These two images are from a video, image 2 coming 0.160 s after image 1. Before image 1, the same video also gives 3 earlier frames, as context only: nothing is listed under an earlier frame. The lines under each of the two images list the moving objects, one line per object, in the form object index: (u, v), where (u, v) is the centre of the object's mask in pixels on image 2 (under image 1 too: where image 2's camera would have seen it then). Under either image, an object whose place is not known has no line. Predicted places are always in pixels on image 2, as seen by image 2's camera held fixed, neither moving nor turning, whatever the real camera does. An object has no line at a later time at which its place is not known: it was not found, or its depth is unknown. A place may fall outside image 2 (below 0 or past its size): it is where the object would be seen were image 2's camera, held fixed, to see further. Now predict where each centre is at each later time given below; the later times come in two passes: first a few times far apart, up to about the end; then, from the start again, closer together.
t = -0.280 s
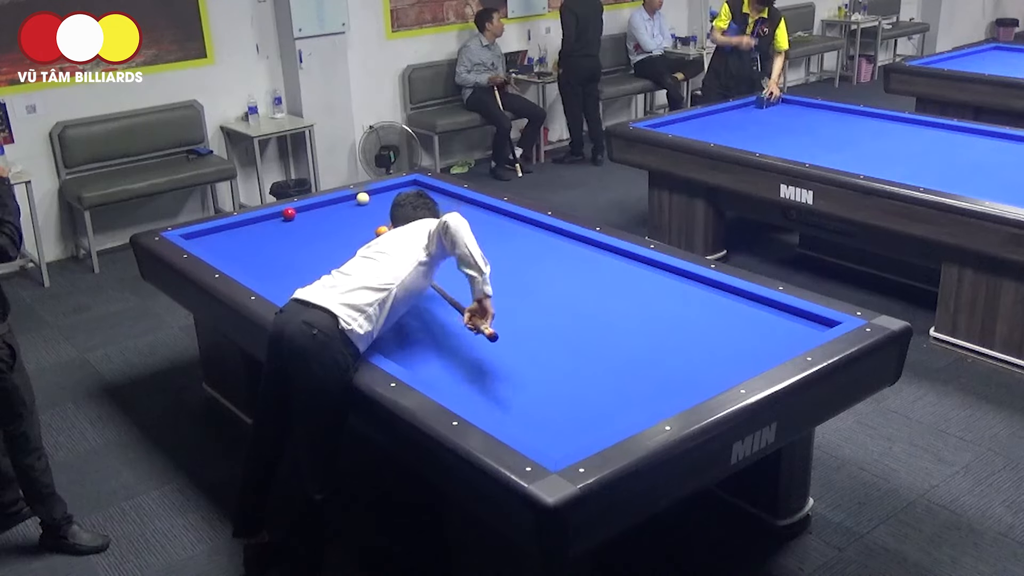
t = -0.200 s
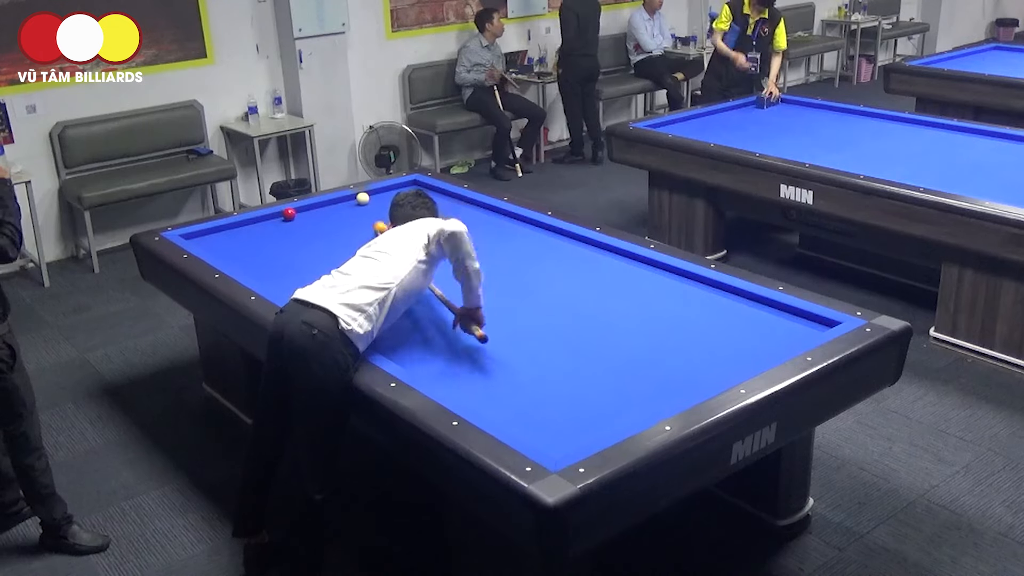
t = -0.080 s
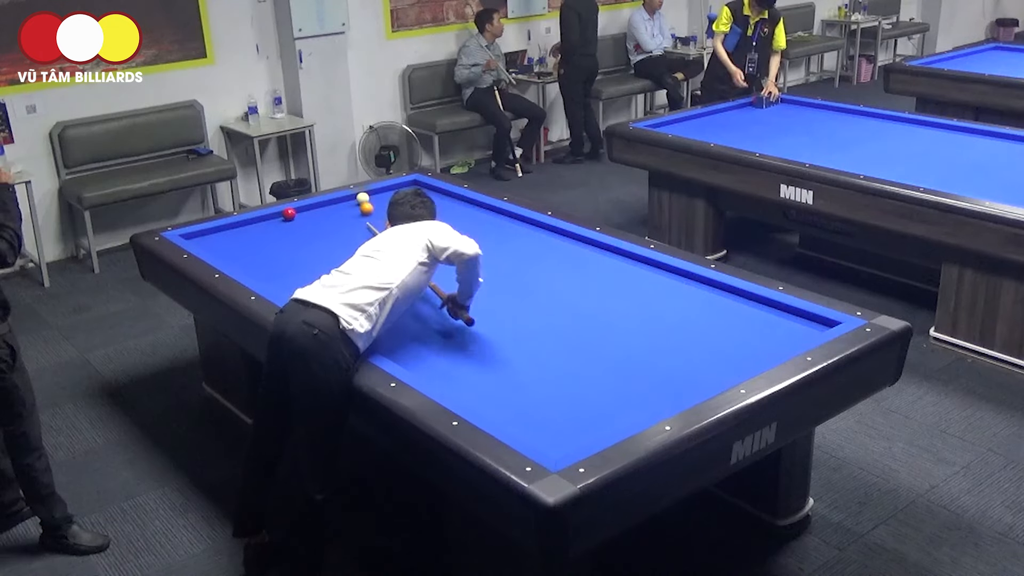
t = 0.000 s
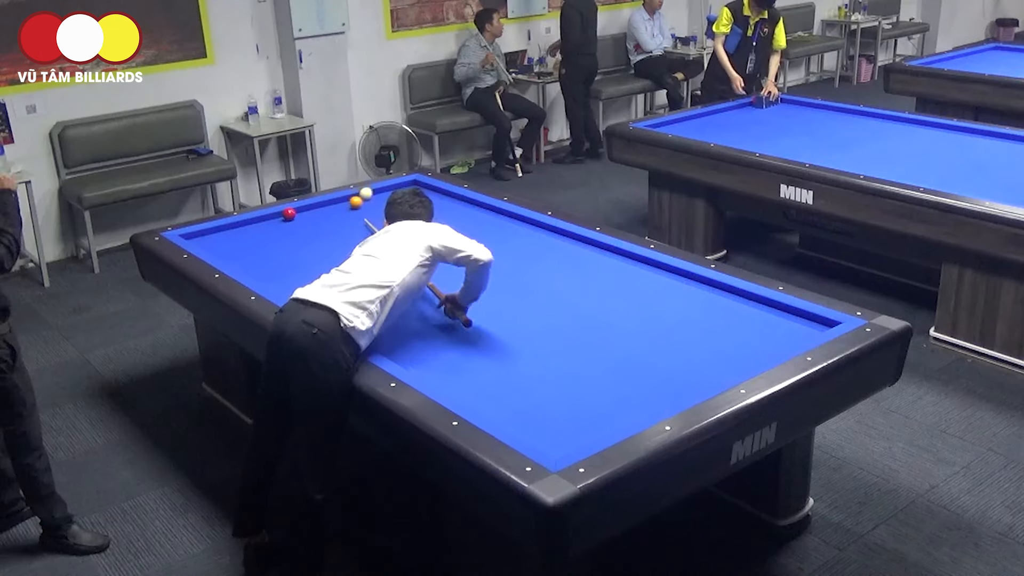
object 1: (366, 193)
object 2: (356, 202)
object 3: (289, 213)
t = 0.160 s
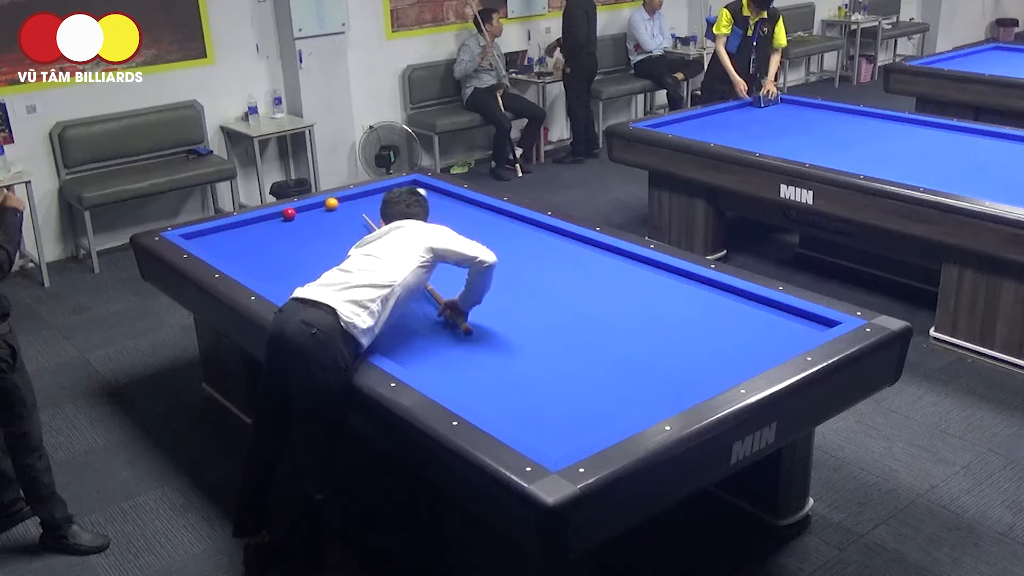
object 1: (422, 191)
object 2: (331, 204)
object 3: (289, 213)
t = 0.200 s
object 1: (431, 194)
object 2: (326, 204)
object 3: (289, 213)
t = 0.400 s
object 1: (455, 205)
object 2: (304, 209)
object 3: (289, 213)
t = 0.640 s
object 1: (464, 224)
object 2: (296, 212)
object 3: (271, 219)
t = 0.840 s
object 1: (474, 240)
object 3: (254, 223)
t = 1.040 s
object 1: (483, 259)
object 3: (238, 228)
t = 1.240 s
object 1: (494, 279)
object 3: (222, 232)
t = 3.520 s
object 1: (512, 337)
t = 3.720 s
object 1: (509, 323)
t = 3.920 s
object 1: (506, 310)
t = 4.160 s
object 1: (504, 295)
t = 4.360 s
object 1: (502, 284)
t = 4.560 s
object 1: (500, 274)
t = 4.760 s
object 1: (498, 264)
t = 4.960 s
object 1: (496, 255)
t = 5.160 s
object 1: (495, 246)
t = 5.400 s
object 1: (493, 237)
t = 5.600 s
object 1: (492, 230)
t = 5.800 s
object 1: (491, 223)
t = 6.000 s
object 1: (490, 216)
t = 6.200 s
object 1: (489, 210)
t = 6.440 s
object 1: (478, 207)
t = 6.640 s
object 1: (467, 205)
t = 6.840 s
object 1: (457, 204)
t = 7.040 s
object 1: (446, 203)
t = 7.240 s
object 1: (436, 202)
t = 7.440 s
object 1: (427, 201)
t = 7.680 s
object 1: (416, 200)
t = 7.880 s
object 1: (407, 199)
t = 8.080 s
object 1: (399, 198)
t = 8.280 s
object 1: (391, 197)
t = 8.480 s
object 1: (383, 196)
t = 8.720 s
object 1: (375, 196)
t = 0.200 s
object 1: (431, 194)
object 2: (326, 204)
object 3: (289, 213)
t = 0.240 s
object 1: (443, 195)
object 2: (321, 205)
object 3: (289, 213)
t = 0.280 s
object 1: (453, 196)
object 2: (316, 205)
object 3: (289, 213)
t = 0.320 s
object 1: (454, 199)
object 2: (312, 206)
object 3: (289, 213)
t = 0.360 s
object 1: (454, 202)
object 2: (308, 208)
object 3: (289, 213)
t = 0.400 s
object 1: (455, 205)
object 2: (304, 209)
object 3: (289, 213)
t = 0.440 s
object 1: (456, 208)
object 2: (300, 211)
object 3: (288, 214)
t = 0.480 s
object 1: (458, 211)
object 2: (300, 211)
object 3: (285, 215)
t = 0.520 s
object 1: (460, 214)
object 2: (299, 211)
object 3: (281, 216)
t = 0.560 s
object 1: (461, 217)
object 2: (298, 212)
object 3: (277, 217)
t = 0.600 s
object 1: (463, 220)
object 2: (297, 212)
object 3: (274, 218)
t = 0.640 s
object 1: (464, 224)
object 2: (296, 212)
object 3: (271, 219)
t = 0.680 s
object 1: (467, 227)
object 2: (296, 213)
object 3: (267, 220)
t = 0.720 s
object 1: (468, 230)
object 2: (295, 213)
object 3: (264, 221)
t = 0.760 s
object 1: (470, 233)
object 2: (294, 214)
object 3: (261, 221)
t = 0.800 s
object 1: (472, 236)
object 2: (293, 214)
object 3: (258, 222)
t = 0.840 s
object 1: (474, 240)
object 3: (254, 223)
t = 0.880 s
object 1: (476, 244)
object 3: (251, 224)
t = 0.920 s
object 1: (477, 248)
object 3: (248, 225)
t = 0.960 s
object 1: (479, 251)
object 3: (245, 226)
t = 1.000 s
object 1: (481, 255)
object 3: (241, 227)
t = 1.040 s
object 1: (483, 259)
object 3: (238, 228)
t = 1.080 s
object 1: (485, 263)
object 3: (235, 229)
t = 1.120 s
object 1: (487, 267)
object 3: (232, 230)
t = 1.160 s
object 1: (490, 271)
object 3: (228, 230)
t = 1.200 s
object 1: (492, 275)
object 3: (225, 231)
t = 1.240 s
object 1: (494, 279)
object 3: (222, 232)
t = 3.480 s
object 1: (512, 340)
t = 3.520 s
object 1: (512, 337)
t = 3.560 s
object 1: (511, 334)
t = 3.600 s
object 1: (511, 331)
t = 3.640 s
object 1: (510, 328)
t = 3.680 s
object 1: (509, 326)
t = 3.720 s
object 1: (509, 323)
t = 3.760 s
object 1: (509, 320)
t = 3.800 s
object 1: (508, 317)
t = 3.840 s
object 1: (507, 315)
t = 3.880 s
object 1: (507, 312)
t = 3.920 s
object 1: (506, 310)
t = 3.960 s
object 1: (506, 307)
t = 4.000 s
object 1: (505, 304)
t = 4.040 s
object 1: (505, 302)
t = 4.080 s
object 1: (504, 300)
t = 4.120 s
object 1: (504, 297)
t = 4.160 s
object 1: (504, 295)
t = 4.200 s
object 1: (503, 293)
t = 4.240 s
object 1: (503, 290)
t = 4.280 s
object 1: (503, 288)
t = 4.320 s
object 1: (502, 286)
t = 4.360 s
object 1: (502, 284)
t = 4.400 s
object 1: (501, 282)
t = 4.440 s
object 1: (501, 279)
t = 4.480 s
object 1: (500, 278)
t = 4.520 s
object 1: (500, 275)
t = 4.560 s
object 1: (500, 274)
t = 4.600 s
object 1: (499, 271)
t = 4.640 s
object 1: (499, 270)
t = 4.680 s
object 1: (498, 267)
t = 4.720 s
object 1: (498, 266)
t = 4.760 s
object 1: (498, 264)
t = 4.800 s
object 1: (497, 262)
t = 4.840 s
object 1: (497, 260)
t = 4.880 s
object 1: (497, 258)
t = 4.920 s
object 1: (497, 256)
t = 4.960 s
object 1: (496, 255)
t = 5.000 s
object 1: (496, 253)
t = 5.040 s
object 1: (496, 251)
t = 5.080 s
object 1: (496, 249)
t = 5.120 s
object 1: (495, 248)
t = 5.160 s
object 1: (495, 246)
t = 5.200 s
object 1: (495, 245)
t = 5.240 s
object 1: (494, 243)
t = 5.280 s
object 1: (494, 241)
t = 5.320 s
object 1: (494, 240)
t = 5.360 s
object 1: (494, 238)
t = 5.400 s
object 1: (493, 237)
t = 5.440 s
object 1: (493, 235)
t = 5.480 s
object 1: (493, 234)
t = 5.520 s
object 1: (493, 232)
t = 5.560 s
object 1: (492, 231)
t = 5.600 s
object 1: (492, 230)
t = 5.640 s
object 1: (492, 228)
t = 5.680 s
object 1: (492, 227)
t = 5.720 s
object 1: (492, 225)
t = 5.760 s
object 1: (491, 224)
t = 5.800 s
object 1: (491, 223)
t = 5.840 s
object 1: (491, 221)
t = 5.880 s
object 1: (491, 220)
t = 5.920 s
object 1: (490, 219)
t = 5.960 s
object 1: (490, 217)
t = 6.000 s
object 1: (490, 216)
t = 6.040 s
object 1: (490, 215)
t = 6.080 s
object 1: (490, 213)
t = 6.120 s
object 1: (489, 212)
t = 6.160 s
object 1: (490, 211)
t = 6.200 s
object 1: (489, 210)
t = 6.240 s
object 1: (489, 209)
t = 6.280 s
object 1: (488, 208)
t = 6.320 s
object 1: (486, 208)
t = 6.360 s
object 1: (483, 207)
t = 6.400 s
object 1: (481, 207)
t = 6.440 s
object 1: (478, 207)
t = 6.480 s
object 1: (476, 206)
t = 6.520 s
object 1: (474, 206)
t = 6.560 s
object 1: (472, 206)
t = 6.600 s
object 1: (469, 205)
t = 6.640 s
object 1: (467, 205)
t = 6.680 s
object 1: (465, 205)
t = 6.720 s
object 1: (463, 205)
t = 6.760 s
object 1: (461, 205)
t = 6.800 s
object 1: (459, 204)
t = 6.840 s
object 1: (457, 204)
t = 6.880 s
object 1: (454, 204)
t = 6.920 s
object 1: (452, 203)
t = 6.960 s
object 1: (450, 203)
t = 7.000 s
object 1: (448, 203)
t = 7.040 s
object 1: (446, 203)
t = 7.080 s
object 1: (444, 203)
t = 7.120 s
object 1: (442, 203)
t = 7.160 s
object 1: (440, 202)
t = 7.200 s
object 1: (438, 202)
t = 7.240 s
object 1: (436, 202)
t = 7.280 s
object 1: (434, 202)
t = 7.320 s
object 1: (432, 201)
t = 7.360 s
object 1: (431, 201)
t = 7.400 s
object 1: (429, 201)
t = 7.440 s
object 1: (427, 201)
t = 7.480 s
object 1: (425, 201)
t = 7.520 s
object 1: (423, 200)
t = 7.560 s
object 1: (421, 200)
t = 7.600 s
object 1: (419, 200)
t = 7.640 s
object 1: (418, 200)
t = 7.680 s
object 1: (416, 200)
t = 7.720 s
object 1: (414, 200)
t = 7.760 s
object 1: (412, 199)
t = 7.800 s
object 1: (411, 199)
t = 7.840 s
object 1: (409, 199)
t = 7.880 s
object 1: (407, 199)
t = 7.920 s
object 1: (406, 199)
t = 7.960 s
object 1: (404, 199)
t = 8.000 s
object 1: (402, 198)
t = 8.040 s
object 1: (401, 198)
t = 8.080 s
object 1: (399, 198)
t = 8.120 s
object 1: (397, 198)
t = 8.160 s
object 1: (396, 198)
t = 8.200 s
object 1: (394, 198)
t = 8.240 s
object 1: (393, 197)
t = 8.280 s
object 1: (391, 197)
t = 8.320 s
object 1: (390, 197)
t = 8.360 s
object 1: (388, 197)
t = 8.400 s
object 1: (387, 197)
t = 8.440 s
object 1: (385, 197)
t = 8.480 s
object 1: (383, 196)
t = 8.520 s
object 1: (382, 196)
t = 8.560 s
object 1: (381, 196)
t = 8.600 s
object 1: (379, 196)
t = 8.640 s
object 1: (378, 196)
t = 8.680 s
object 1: (376, 196)
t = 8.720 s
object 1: (375, 196)
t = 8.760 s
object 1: (374, 196)
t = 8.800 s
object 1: (372, 195)
